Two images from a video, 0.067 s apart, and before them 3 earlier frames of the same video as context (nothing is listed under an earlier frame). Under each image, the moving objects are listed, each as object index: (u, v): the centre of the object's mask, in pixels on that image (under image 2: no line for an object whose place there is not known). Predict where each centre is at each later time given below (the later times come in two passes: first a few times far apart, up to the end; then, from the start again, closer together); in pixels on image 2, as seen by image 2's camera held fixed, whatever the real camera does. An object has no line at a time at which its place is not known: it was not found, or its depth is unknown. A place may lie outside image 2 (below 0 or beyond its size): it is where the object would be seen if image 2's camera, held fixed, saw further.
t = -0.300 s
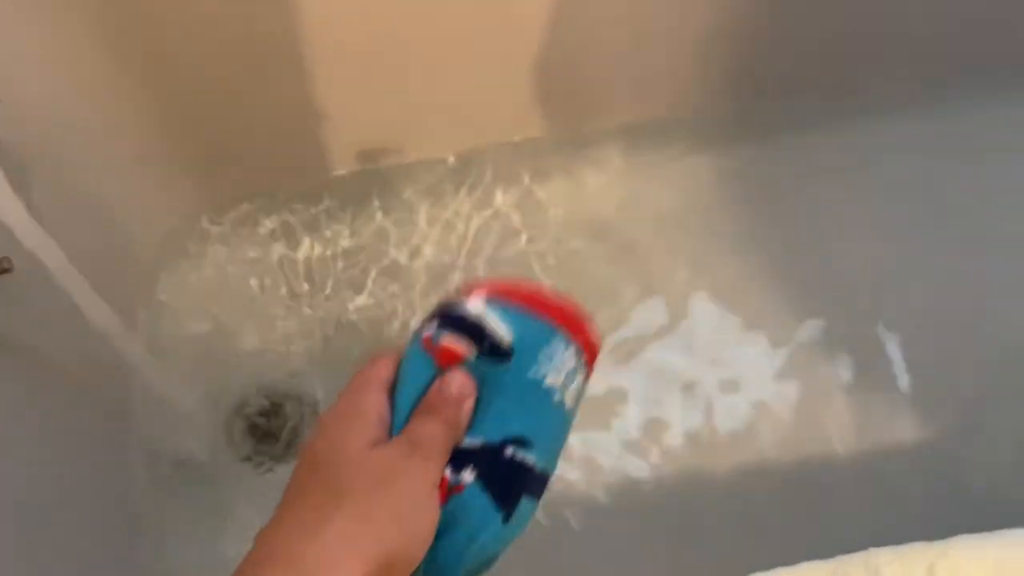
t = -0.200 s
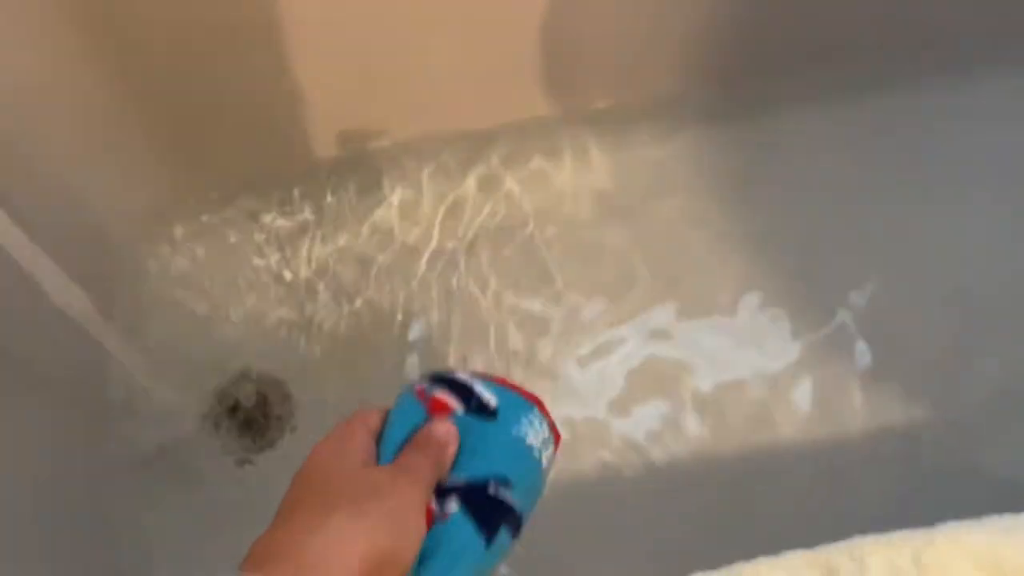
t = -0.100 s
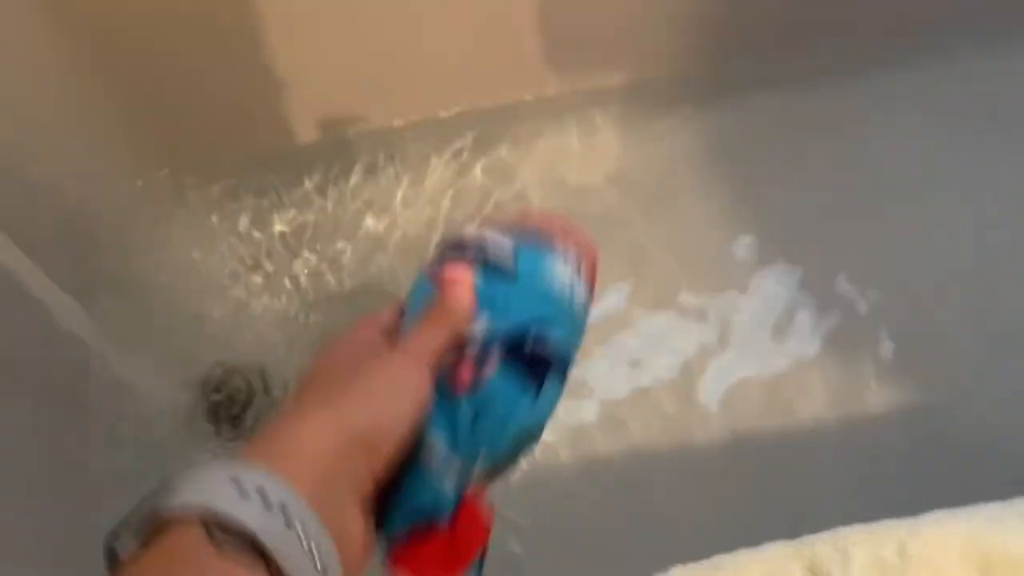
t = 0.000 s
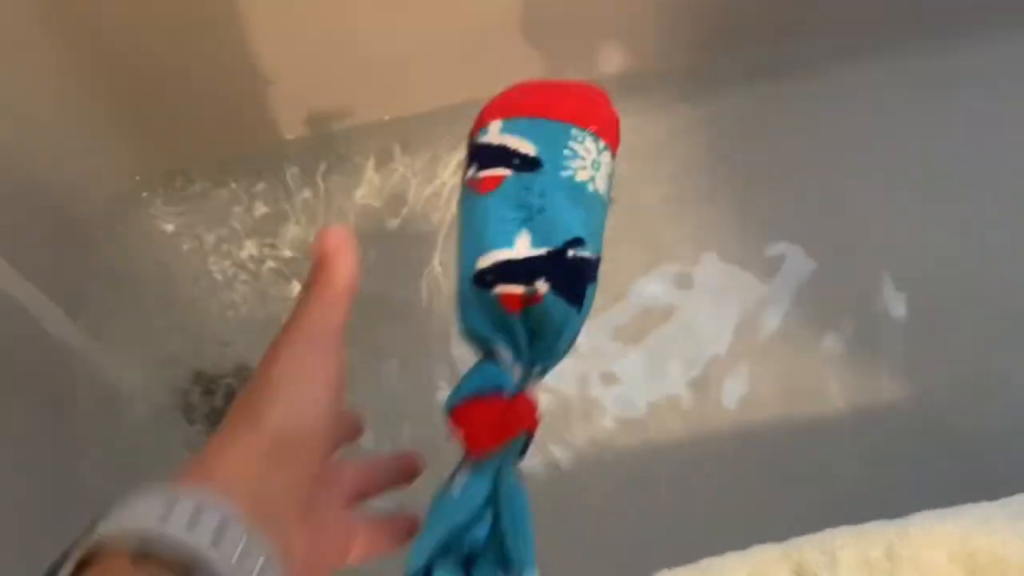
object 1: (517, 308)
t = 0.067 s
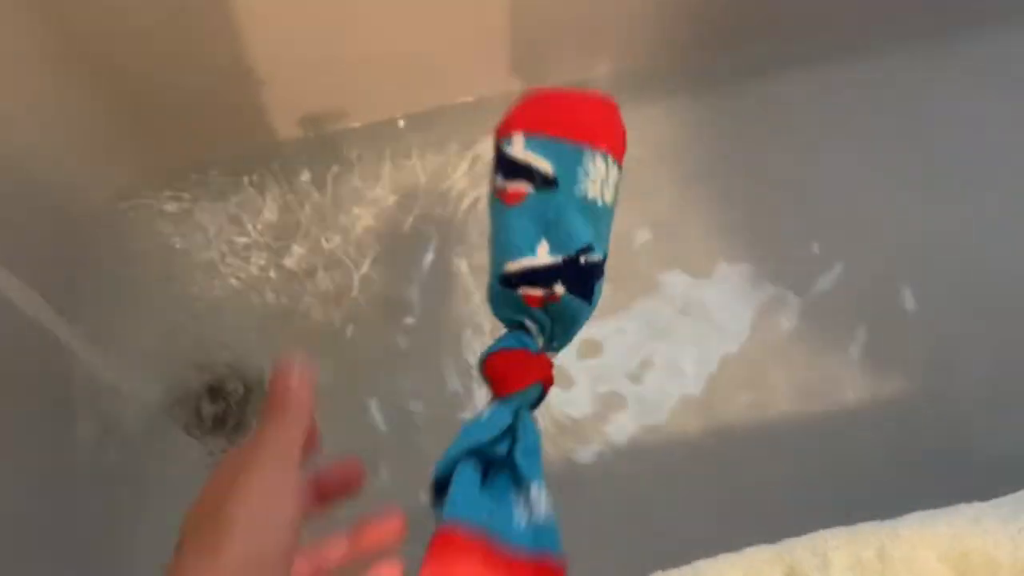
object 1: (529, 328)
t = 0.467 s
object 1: (568, 342)
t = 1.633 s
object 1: (595, 239)
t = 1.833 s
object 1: (595, 231)
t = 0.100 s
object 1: (536, 343)
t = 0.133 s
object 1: (544, 344)
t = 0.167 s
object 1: (550, 350)
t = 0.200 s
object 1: (553, 361)
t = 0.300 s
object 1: (558, 376)
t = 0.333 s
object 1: (560, 370)
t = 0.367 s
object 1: (561, 367)
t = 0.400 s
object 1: (564, 356)
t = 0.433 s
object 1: (567, 348)
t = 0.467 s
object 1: (568, 342)
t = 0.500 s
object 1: (569, 338)
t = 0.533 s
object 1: (571, 334)
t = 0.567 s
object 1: (572, 328)
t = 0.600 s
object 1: (575, 323)
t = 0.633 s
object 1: (577, 317)
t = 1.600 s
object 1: (594, 239)
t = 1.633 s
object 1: (595, 239)
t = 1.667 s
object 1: (595, 237)
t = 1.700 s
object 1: (595, 235)
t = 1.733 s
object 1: (596, 234)
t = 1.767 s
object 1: (597, 233)
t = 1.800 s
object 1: (597, 232)
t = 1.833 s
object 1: (595, 231)
